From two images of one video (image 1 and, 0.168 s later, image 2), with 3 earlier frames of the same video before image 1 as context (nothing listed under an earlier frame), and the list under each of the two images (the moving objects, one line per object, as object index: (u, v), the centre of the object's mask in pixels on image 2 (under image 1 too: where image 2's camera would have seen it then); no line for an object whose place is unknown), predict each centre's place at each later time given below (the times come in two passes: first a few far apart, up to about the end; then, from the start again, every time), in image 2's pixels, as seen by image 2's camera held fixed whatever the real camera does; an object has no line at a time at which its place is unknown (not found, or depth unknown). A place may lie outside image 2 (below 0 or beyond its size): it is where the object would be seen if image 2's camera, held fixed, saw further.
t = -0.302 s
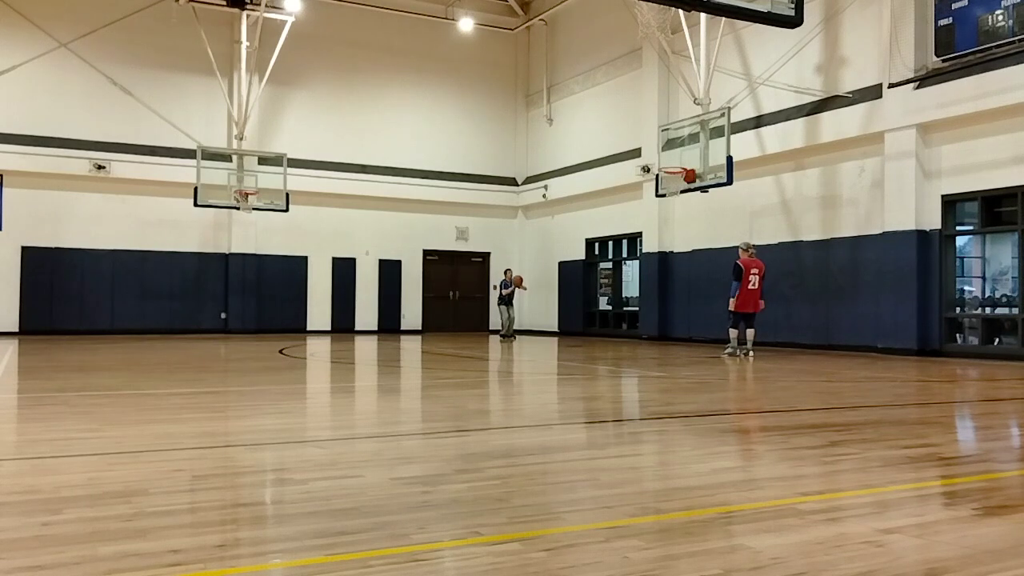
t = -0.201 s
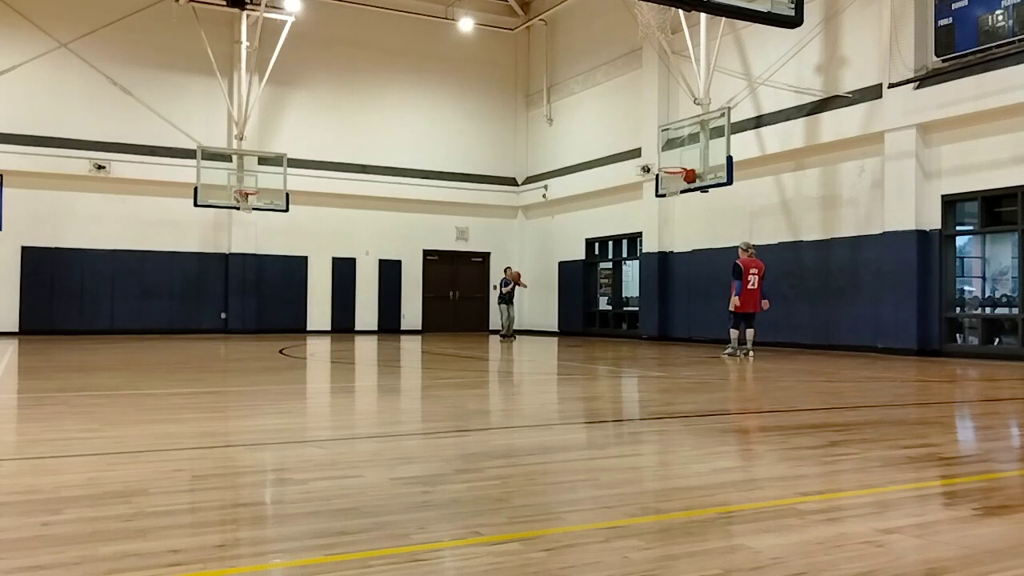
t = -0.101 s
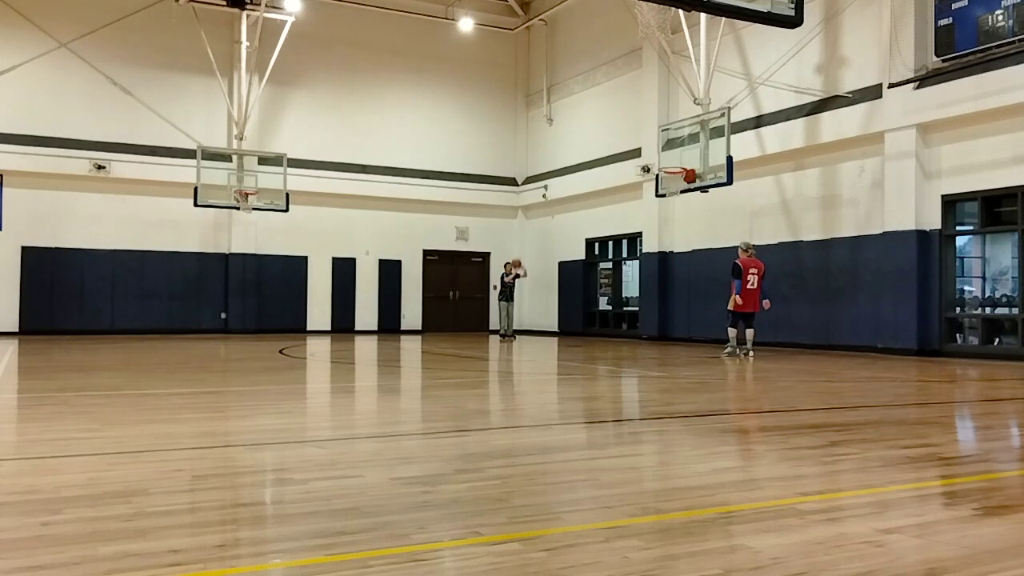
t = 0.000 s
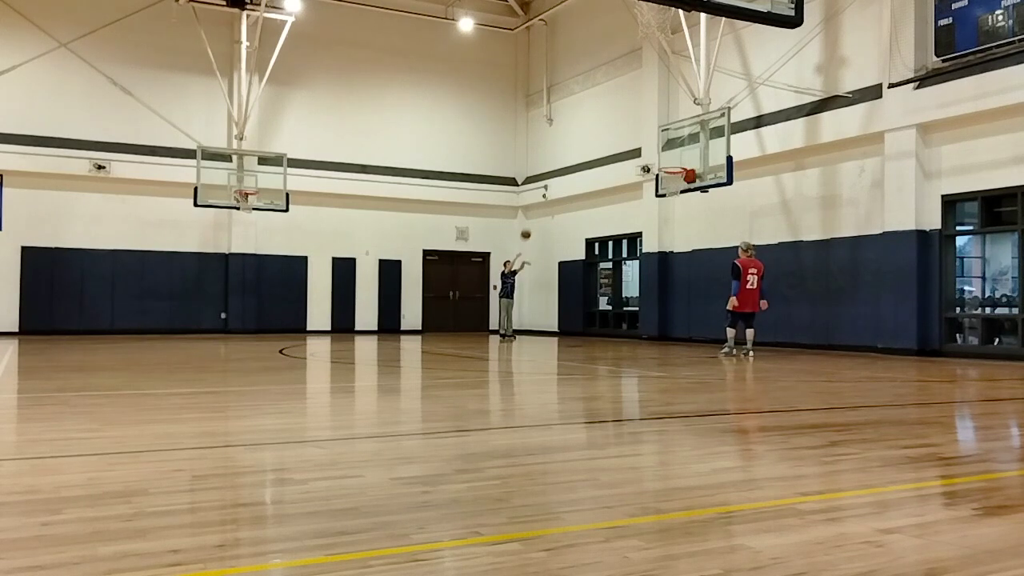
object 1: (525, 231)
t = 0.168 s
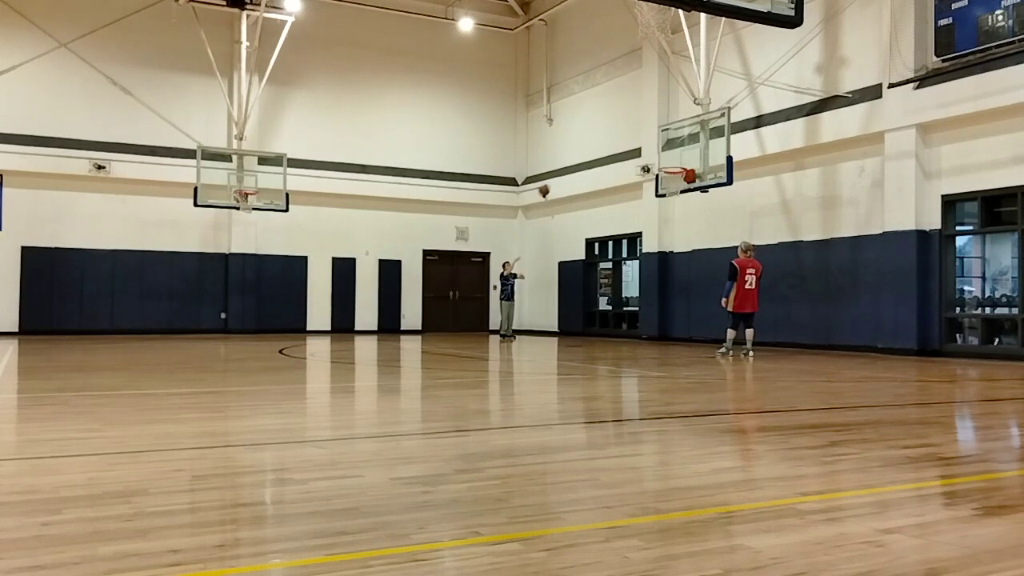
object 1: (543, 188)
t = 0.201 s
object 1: (546, 179)
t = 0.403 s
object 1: (572, 141)
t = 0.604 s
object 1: (596, 123)
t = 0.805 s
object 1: (625, 127)
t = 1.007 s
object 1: (655, 149)
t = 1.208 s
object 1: (656, 162)
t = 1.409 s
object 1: (619, 165)
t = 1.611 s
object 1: (583, 193)
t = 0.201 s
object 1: (546, 179)
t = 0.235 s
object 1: (551, 174)
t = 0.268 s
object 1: (554, 165)
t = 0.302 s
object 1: (559, 159)
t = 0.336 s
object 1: (563, 152)
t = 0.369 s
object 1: (567, 147)
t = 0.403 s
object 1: (572, 141)
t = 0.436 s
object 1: (576, 136)
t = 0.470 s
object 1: (579, 133)
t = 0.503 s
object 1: (583, 130)
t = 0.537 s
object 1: (588, 128)
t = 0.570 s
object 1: (592, 125)
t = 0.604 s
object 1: (596, 123)
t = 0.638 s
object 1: (601, 122)
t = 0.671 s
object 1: (605, 121)
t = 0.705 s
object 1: (610, 121)
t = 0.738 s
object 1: (615, 122)
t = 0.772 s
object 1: (619, 122)
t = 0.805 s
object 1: (625, 127)
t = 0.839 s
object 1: (629, 127)
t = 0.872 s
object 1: (635, 133)
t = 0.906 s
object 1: (639, 133)
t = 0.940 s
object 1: (645, 137)
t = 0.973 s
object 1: (650, 143)
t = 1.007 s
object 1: (655, 149)
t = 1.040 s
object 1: (661, 156)
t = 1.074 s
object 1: (667, 164)
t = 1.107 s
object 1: (669, 167)
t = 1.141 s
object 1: (668, 165)
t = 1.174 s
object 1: (663, 163)
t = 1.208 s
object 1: (656, 162)
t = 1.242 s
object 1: (650, 160)
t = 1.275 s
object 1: (644, 161)
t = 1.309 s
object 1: (638, 163)
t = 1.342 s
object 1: (631, 162)
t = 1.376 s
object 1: (626, 163)
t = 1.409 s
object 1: (619, 165)
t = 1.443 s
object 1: (613, 168)
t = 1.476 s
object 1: (607, 172)
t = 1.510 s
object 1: (601, 176)
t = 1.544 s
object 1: (595, 181)
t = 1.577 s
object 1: (589, 186)
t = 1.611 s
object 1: (583, 193)
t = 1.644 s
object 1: (578, 201)
